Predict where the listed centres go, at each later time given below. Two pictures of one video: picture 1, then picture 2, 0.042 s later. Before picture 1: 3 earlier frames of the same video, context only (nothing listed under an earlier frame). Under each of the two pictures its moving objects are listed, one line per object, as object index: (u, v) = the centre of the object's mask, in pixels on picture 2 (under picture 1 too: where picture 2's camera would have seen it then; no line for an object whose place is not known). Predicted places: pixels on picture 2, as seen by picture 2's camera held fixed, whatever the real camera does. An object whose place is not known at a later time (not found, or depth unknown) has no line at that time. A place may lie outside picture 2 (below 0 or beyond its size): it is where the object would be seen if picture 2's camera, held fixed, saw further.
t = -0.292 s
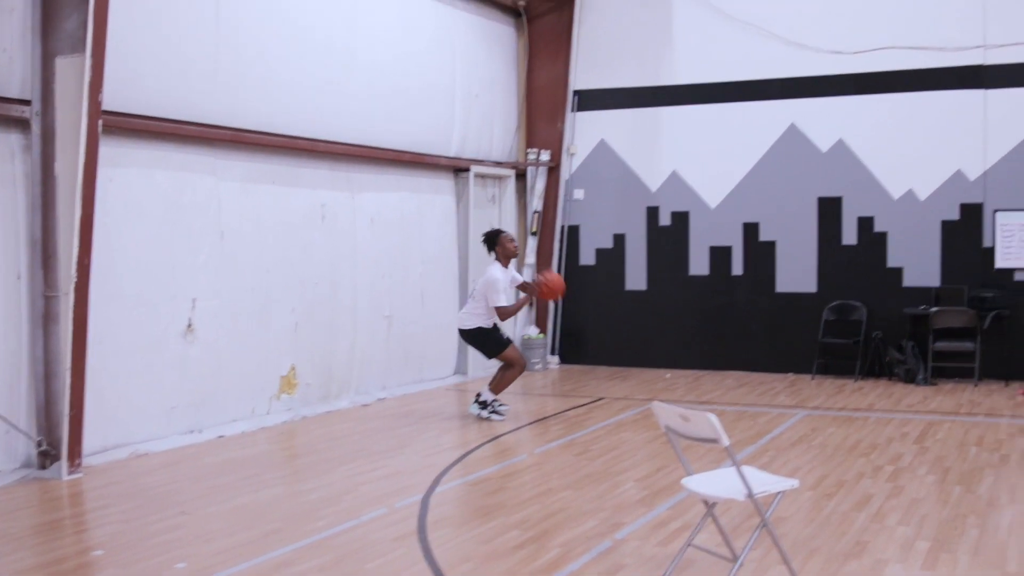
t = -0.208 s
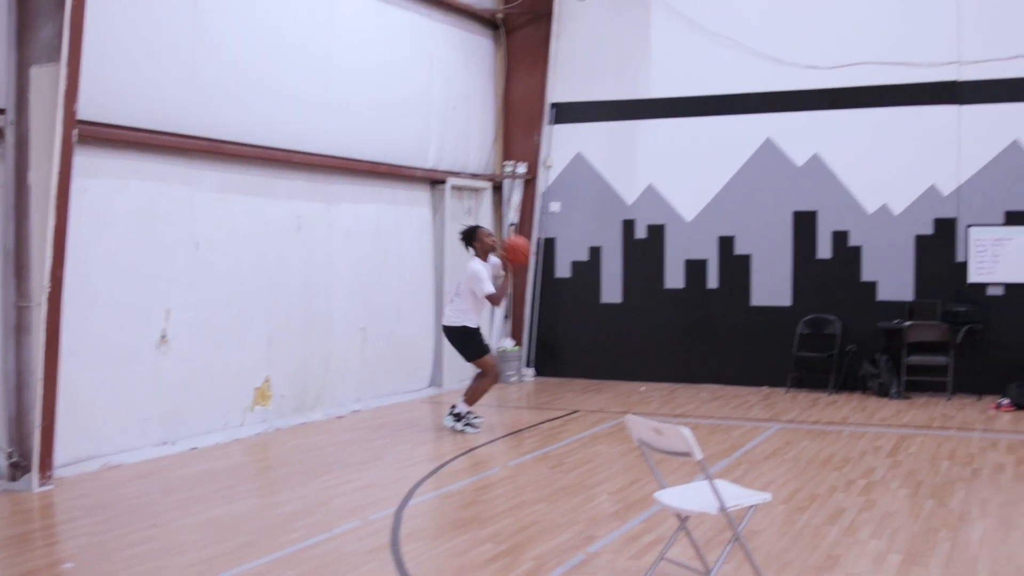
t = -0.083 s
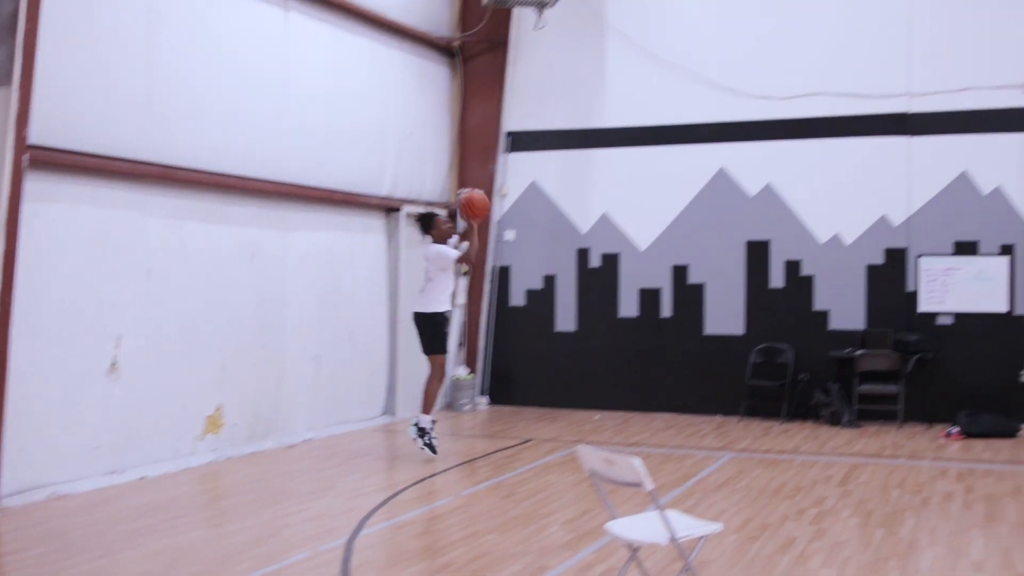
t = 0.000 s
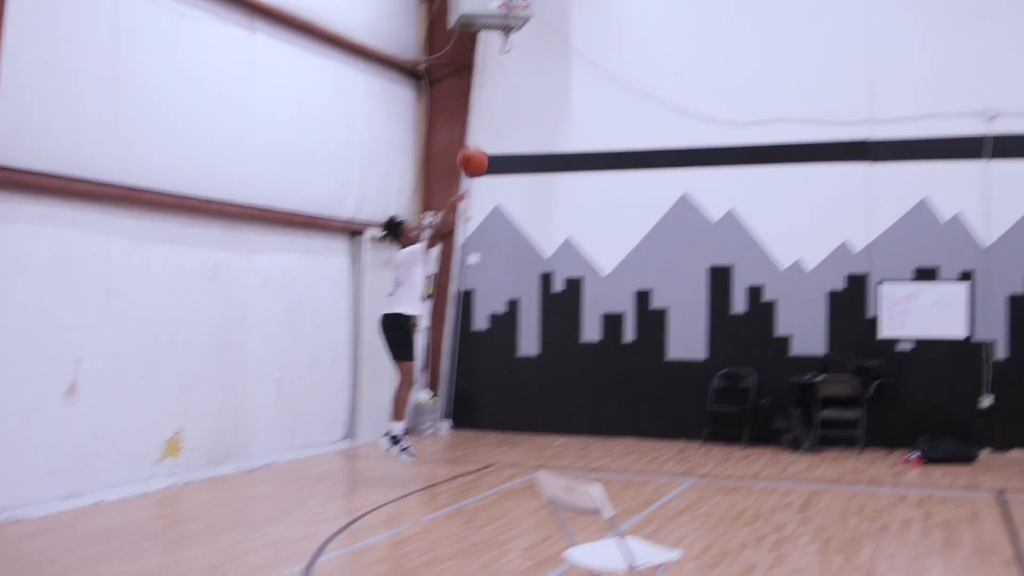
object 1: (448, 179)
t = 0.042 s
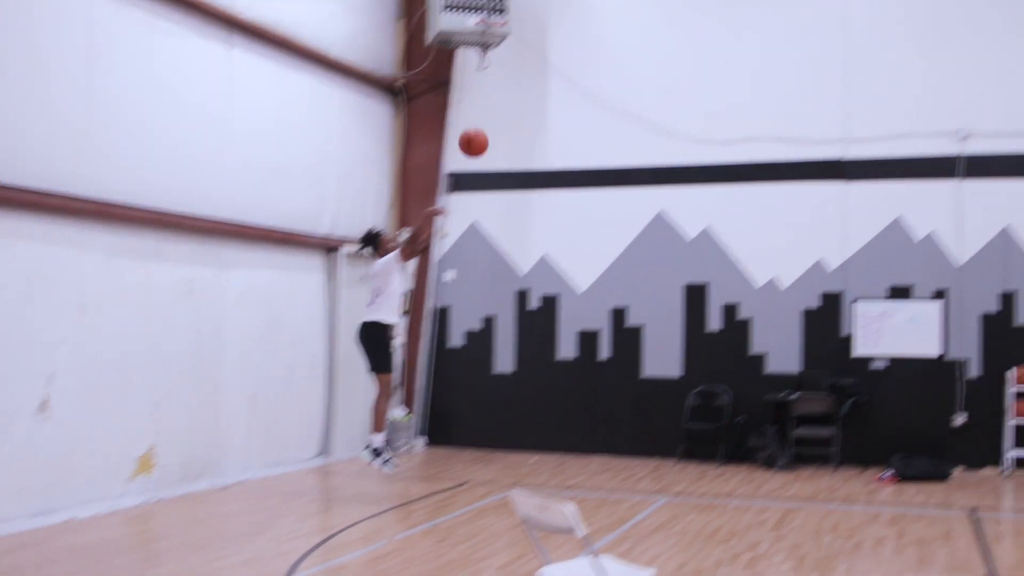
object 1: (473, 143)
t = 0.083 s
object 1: (498, 110)
